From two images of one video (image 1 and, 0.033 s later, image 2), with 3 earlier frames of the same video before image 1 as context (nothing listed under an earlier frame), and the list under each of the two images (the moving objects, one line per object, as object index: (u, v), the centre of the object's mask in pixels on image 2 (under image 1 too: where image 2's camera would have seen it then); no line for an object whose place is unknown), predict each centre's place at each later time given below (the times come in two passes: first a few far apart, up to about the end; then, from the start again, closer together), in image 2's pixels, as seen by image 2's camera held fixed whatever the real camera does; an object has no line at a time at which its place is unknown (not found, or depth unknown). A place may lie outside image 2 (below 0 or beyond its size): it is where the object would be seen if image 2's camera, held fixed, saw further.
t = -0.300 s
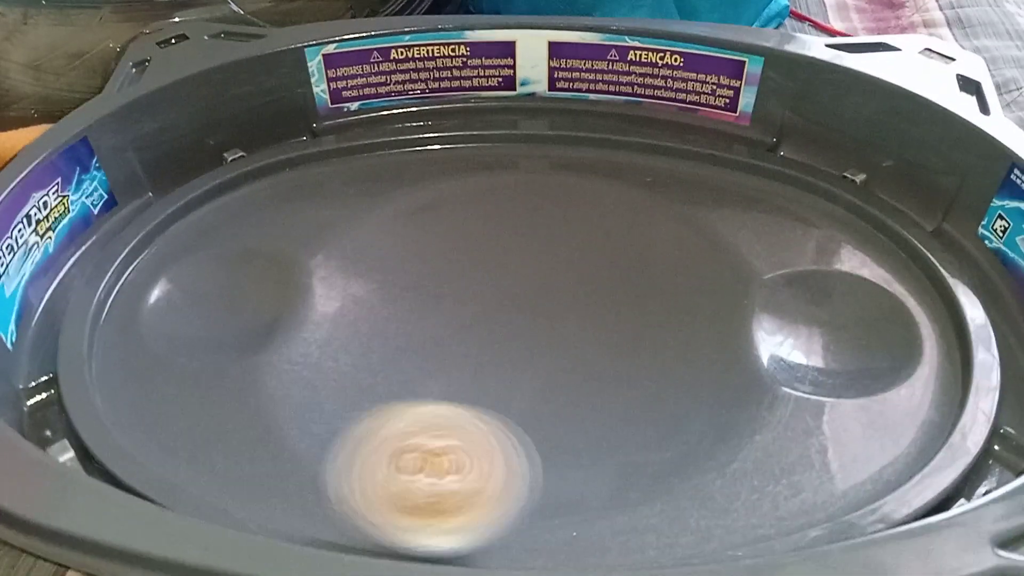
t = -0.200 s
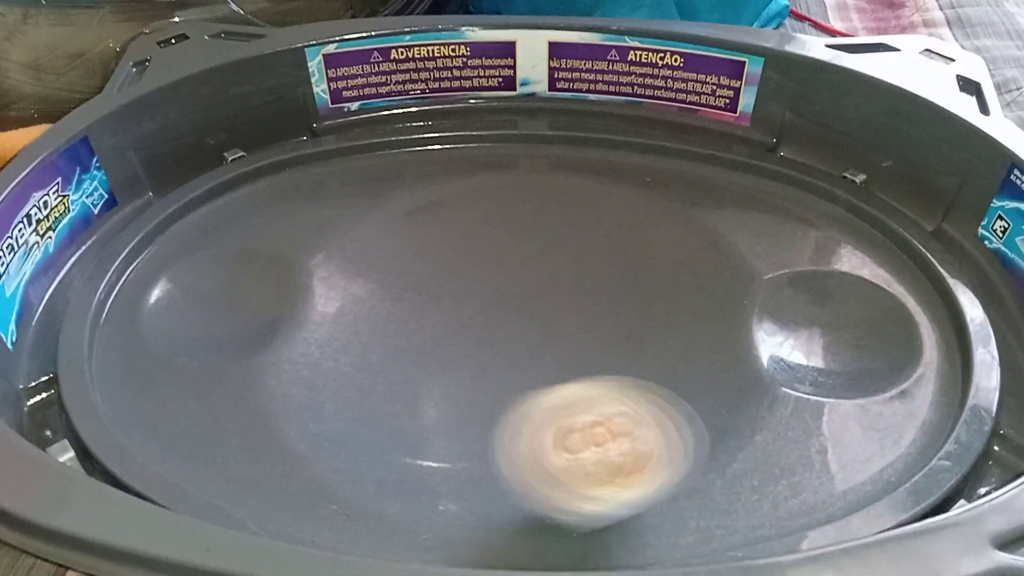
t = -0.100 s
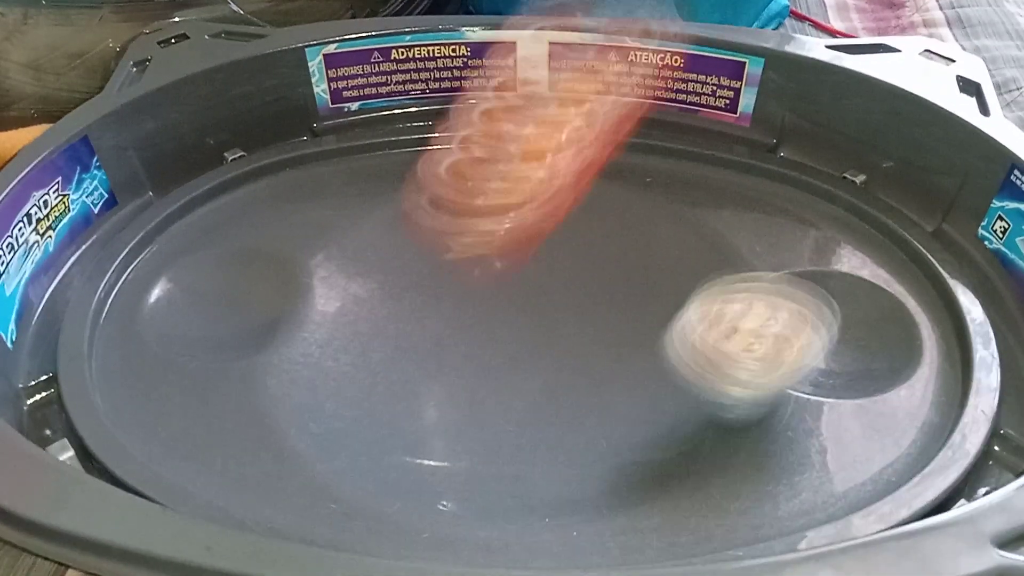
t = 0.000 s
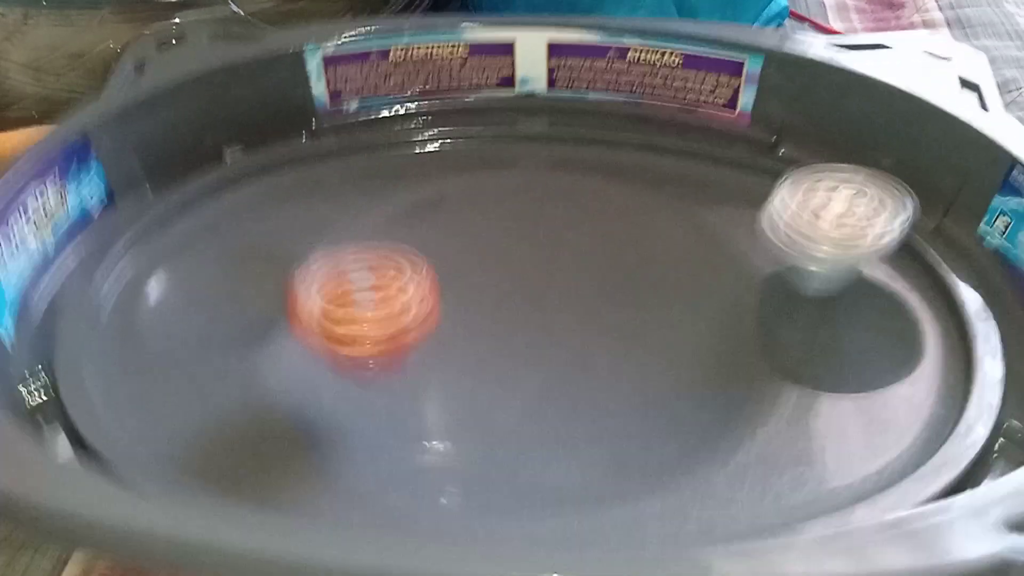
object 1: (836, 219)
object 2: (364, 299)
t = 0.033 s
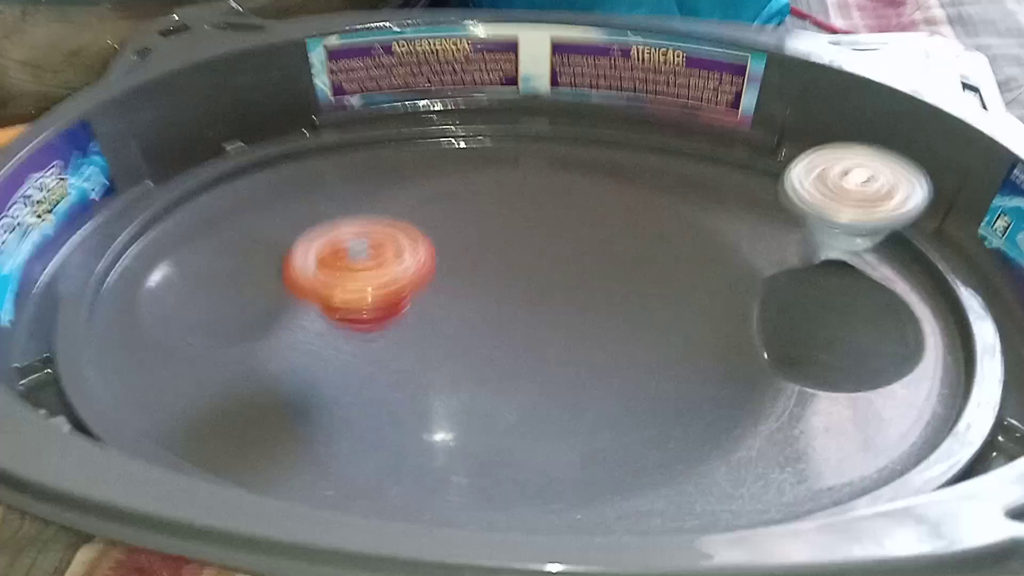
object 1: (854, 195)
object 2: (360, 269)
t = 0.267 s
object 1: (746, 174)
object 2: (439, 274)
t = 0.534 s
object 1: (417, 240)
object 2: (519, 351)
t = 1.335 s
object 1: (629, 125)
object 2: (528, 257)
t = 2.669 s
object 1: (624, 123)
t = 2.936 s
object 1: (369, 236)
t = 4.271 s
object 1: (931, 263)
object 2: (371, 162)
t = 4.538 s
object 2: (123, 331)
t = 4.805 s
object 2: (403, 463)
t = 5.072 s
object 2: (761, 440)
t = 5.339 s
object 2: (882, 399)
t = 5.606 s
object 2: (847, 392)
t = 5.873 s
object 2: (726, 398)
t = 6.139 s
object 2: (597, 384)
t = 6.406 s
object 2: (448, 365)
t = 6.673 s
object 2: (374, 335)
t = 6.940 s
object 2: (448, 293)
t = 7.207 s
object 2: (534, 252)
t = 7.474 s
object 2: (579, 270)
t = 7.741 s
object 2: (602, 345)
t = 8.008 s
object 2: (569, 386)
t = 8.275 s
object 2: (480, 353)
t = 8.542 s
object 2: (434, 328)
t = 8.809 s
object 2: (458, 310)
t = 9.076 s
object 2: (490, 328)
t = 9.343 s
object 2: (538, 296)
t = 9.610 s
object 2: (502, 275)
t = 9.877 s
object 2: (595, 330)
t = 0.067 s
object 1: (865, 186)
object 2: (356, 254)
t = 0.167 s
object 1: (804, 182)
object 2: (382, 258)
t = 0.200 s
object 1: (782, 180)
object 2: (398, 257)
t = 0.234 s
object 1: (764, 177)
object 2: (419, 270)
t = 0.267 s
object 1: (746, 174)
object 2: (439, 274)
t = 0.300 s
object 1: (727, 173)
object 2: (456, 281)
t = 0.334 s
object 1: (707, 174)
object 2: (473, 291)
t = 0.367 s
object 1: (680, 175)
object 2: (488, 304)
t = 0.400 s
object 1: (644, 184)
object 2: (500, 316)
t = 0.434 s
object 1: (600, 194)
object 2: (508, 328)
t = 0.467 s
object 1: (545, 205)
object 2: (513, 339)
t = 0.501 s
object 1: (481, 219)
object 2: (515, 346)
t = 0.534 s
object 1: (417, 240)
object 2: (519, 351)
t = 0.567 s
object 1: (357, 267)
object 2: (524, 352)
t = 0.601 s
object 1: (306, 302)
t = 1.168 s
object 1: (749, 237)
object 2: (569, 318)
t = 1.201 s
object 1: (734, 198)
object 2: (576, 301)
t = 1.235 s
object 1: (709, 167)
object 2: (574, 287)
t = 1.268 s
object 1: (683, 146)
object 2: (565, 273)
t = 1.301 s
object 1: (658, 132)
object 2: (549, 263)
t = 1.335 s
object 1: (629, 125)
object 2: (528, 257)
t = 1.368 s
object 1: (598, 131)
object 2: (503, 255)
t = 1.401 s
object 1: (564, 141)
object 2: (475, 257)
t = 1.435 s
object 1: (523, 158)
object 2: (448, 265)
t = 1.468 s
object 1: (474, 178)
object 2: (421, 281)
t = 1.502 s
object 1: (419, 199)
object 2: (402, 302)
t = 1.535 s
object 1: (361, 221)
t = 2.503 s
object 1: (734, 225)
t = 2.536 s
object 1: (716, 189)
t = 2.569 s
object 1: (689, 161)
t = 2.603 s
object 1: (665, 143)
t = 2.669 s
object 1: (624, 123)
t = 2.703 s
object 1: (603, 125)
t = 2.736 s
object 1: (587, 126)
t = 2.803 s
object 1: (538, 137)
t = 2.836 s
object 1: (505, 151)
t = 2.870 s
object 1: (461, 173)
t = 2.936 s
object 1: (369, 236)
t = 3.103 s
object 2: (639, 167)
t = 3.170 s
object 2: (555, 123)
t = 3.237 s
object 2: (468, 114)
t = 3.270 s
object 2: (424, 122)
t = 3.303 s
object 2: (387, 128)
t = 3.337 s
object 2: (351, 139)
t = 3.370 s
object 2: (318, 152)
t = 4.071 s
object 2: (634, 254)
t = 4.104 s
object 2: (605, 224)
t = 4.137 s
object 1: (934, 309)
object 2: (564, 195)
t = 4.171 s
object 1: (939, 296)
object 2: (523, 176)
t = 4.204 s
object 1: (939, 283)
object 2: (474, 163)
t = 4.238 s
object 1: (934, 273)
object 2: (420, 157)
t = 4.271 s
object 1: (931, 263)
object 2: (371, 162)
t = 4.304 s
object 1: (930, 257)
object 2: (322, 171)
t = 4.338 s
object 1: (924, 253)
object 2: (283, 181)
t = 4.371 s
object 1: (918, 250)
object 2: (245, 192)
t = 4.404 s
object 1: (903, 245)
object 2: (206, 207)
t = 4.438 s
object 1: (876, 242)
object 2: (167, 232)
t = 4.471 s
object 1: (833, 243)
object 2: (139, 259)
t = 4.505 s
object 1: (790, 253)
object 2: (124, 297)
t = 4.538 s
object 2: (123, 331)
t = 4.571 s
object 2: (146, 362)
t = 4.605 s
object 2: (180, 387)
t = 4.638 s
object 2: (217, 410)
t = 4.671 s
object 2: (251, 425)
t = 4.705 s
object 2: (288, 438)
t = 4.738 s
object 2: (330, 449)
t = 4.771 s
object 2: (366, 457)
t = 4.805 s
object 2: (403, 463)
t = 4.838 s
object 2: (447, 475)
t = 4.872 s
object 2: (489, 486)
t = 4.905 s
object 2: (538, 488)
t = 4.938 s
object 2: (590, 485)
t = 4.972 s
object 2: (637, 478)
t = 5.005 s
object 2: (684, 462)
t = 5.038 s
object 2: (726, 449)
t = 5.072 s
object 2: (761, 440)
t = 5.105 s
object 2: (794, 433)
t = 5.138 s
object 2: (822, 430)
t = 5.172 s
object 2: (841, 425)
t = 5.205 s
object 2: (857, 421)
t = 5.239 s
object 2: (869, 417)
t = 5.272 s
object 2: (876, 410)
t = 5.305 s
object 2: (879, 404)
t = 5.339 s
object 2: (882, 399)
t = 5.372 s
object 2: (883, 395)
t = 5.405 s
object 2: (883, 392)
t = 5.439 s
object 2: (881, 391)
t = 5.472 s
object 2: (878, 390)
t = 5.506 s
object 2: (873, 390)
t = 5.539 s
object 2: (865, 390)
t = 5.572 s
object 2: (857, 391)
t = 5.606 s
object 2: (847, 392)
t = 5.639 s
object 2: (835, 392)
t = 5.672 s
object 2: (823, 393)
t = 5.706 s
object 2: (811, 394)
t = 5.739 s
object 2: (796, 395)
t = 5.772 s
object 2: (781, 396)
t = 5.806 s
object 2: (763, 398)
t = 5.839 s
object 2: (745, 399)
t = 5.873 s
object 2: (726, 398)
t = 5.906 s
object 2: (705, 394)
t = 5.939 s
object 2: (684, 387)
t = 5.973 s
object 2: (660, 377)
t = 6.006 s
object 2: (638, 370)
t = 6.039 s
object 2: (628, 378)
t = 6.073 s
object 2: (618, 383)
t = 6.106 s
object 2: (608, 384)
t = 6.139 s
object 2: (597, 384)
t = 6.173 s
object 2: (584, 382)
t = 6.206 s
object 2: (570, 379)
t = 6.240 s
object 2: (553, 375)
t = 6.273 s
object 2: (534, 371)
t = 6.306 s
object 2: (514, 367)
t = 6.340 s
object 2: (492, 363)
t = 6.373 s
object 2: (471, 364)
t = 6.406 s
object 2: (448, 365)
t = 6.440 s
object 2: (429, 363)
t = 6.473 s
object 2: (412, 360)
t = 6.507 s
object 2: (399, 356)
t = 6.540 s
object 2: (388, 352)
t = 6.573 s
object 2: (381, 348)
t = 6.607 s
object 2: (376, 344)
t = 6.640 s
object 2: (374, 339)
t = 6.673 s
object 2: (374, 335)
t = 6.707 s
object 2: (377, 331)
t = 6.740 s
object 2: (384, 326)
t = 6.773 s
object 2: (393, 323)
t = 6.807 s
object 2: (406, 319)
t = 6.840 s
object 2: (417, 315)
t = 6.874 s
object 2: (426, 307)
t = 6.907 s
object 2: (436, 300)
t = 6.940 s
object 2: (448, 293)
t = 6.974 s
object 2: (459, 285)
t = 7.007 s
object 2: (472, 278)
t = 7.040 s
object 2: (484, 271)
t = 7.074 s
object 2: (497, 265)
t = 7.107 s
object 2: (507, 259)
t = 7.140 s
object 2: (517, 255)
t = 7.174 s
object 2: (526, 254)
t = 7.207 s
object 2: (534, 252)
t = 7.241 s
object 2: (540, 251)
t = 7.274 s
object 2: (546, 249)
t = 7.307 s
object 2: (554, 246)
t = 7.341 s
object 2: (560, 248)
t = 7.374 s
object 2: (565, 251)
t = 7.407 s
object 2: (570, 256)
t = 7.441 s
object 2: (574, 263)
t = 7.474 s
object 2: (579, 270)
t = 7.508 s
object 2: (585, 277)
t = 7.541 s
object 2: (591, 286)
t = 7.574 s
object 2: (596, 295)
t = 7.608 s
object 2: (599, 306)
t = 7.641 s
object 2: (602, 315)
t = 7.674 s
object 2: (604, 325)
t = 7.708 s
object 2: (603, 335)
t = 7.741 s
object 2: (602, 345)
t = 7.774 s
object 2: (600, 354)
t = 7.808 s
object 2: (596, 362)
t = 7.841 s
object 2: (591, 370)
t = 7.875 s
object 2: (588, 376)
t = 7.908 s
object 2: (586, 381)
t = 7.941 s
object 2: (582, 384)
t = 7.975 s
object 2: (577, 385)
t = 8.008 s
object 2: (569, 386)
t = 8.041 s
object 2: (559, 385)
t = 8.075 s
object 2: (549, 383)
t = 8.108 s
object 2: (538, 380)
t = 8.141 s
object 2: (526, 376)
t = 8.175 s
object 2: (512, 370)
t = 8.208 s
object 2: (500, 363)
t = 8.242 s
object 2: (490, 359)
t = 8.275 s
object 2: (480, 353)
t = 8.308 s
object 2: (472, 347)
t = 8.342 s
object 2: (463, 341)
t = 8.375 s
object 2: (455, 340)
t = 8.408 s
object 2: (445, 339)
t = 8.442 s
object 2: (441, 336)
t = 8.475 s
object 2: (437, 333)
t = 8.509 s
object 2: (433, 330)
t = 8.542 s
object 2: (434, 328)
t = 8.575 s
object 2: (435, 325)
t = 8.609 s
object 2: (438, 321)
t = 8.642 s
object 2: (442, 319)
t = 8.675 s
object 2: (448, 317)
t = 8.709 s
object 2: (455, 313)
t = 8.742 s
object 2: (461, 310)
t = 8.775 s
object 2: (461, 309)
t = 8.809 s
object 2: (458, 310)
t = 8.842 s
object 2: (454, 311)
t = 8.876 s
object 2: (454, 314)
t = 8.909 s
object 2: (454, 315)
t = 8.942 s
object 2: (458, 318)
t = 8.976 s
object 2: (463, 322)
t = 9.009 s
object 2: (470, 323)
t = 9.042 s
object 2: (479, 326)
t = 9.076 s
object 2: (490, 328)
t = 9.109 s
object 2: (499, 328)
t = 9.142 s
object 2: (510, 328)
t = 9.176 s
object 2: (521, 327)
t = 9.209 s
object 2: (529, 325)
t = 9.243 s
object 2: (538, 323)
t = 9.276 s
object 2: (541, 314)
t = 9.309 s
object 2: (539, 303)
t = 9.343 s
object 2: (538, 296)
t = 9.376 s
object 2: (536, 289)
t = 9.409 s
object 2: (532, 282)
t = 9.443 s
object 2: (528, 277)
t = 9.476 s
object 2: (523, 272)
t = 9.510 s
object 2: (517, 270)
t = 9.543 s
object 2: (512, 270)
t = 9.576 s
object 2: (506, 272)
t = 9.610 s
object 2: (502, 275)
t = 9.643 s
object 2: (496, 279)
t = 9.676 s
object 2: (494, 286)
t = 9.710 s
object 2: (490, 293)
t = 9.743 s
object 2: (503, 304)
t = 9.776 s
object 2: (528, 311)
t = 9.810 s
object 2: (551, 320)
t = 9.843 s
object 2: (573, 325)
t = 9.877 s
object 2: (595, 330)
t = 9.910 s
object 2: (612, 334)
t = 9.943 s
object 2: (630, 338)
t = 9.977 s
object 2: (640, 341)
